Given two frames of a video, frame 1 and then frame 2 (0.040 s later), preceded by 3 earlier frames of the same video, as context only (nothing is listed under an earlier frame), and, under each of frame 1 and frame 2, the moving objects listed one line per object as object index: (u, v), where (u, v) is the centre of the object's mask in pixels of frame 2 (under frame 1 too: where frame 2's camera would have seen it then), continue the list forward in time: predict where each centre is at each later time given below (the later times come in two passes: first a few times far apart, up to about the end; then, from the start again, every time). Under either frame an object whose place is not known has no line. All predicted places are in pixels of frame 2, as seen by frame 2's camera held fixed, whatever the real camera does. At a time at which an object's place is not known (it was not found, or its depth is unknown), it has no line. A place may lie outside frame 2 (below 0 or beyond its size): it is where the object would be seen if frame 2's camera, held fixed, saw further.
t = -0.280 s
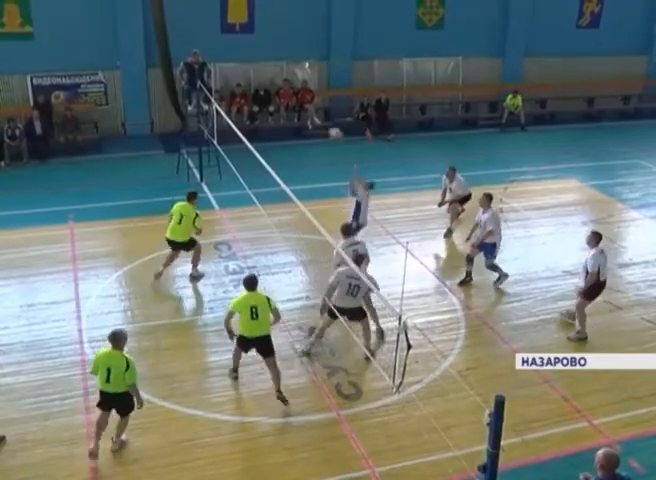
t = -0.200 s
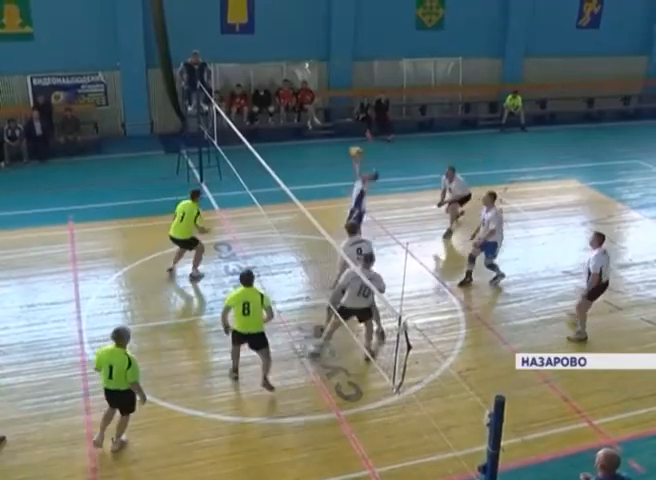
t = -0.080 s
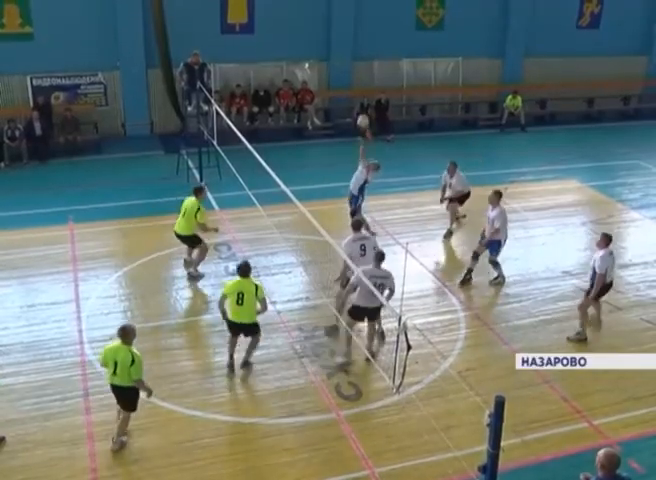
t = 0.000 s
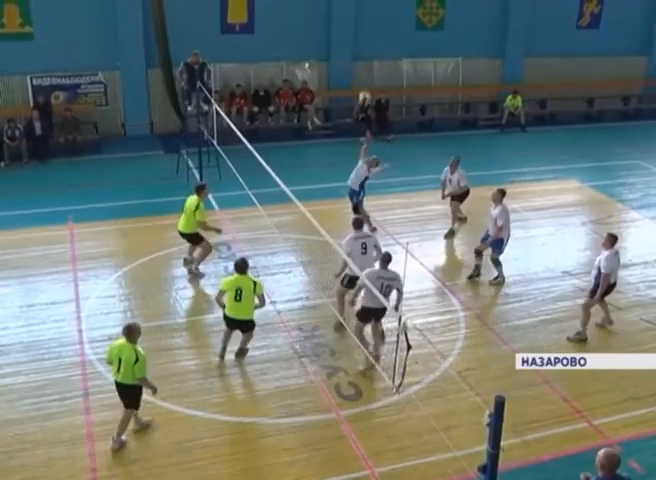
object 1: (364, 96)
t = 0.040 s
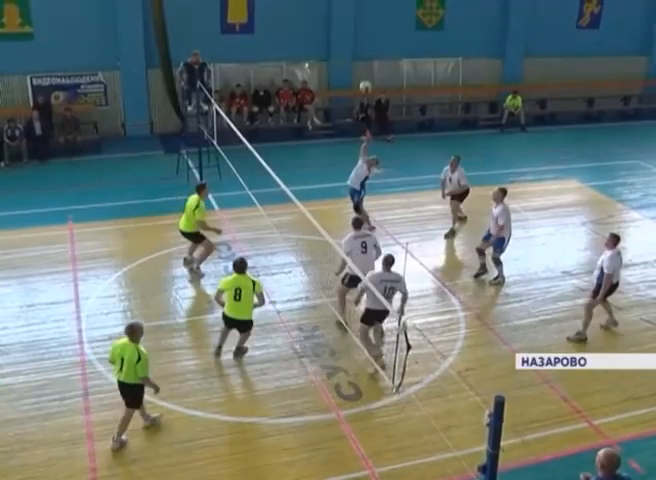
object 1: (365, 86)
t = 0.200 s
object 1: (367, 52)
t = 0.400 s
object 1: (370, 32)
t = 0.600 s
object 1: (372, 33)
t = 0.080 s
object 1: (365, 77)
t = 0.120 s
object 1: (365, 67)
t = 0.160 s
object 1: (366, 59)
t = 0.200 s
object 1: (367, 52)
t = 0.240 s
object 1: (367, 46)
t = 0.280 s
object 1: (367, 41)
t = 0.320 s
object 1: (369, 37)
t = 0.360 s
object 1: (370, 35)
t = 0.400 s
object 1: (370, 32)
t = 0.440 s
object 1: (370, 30)
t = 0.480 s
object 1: (370, 30)
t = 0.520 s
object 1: (371, 30)
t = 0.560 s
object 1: (371, 31)
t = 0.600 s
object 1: (372, 33)
